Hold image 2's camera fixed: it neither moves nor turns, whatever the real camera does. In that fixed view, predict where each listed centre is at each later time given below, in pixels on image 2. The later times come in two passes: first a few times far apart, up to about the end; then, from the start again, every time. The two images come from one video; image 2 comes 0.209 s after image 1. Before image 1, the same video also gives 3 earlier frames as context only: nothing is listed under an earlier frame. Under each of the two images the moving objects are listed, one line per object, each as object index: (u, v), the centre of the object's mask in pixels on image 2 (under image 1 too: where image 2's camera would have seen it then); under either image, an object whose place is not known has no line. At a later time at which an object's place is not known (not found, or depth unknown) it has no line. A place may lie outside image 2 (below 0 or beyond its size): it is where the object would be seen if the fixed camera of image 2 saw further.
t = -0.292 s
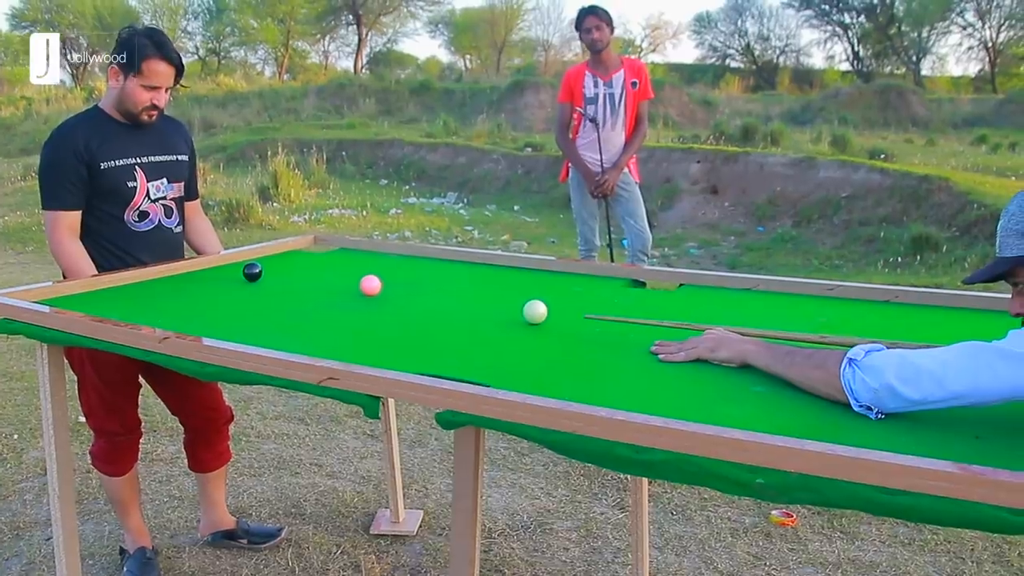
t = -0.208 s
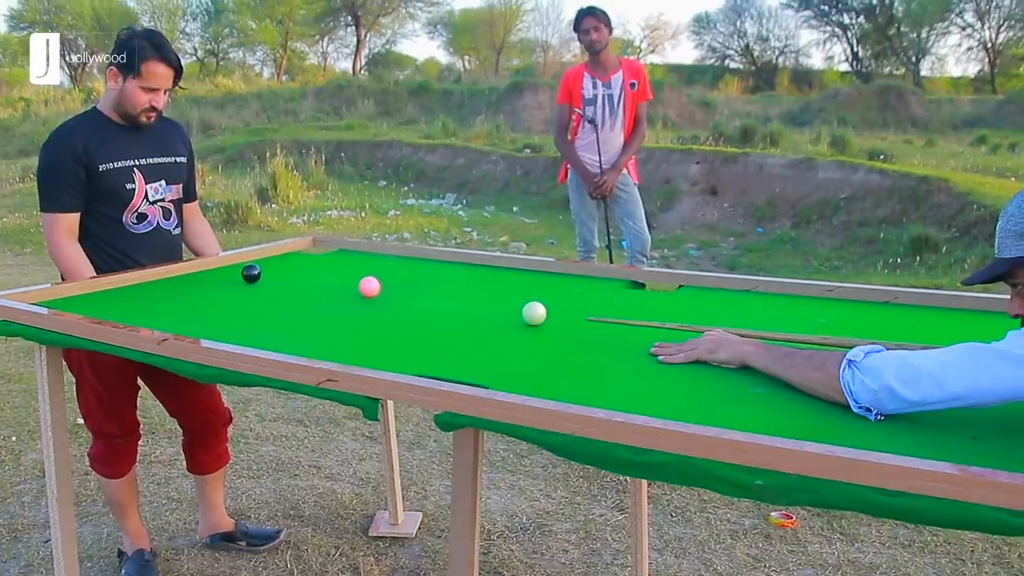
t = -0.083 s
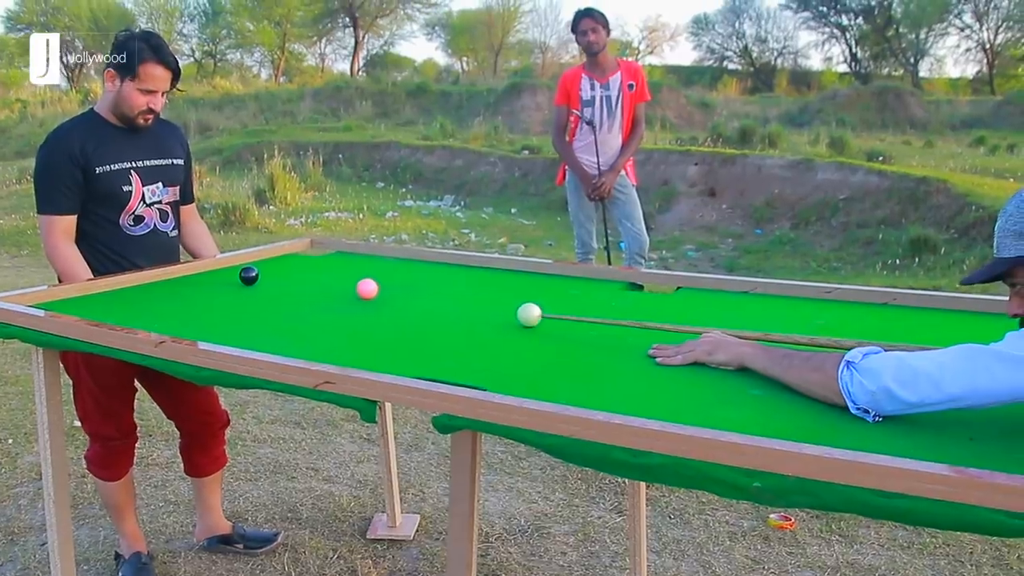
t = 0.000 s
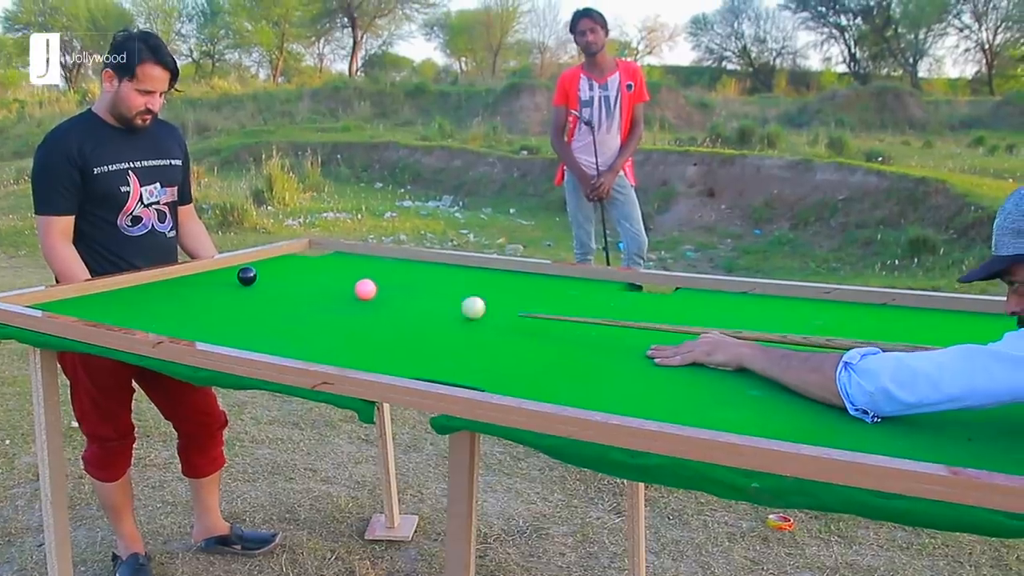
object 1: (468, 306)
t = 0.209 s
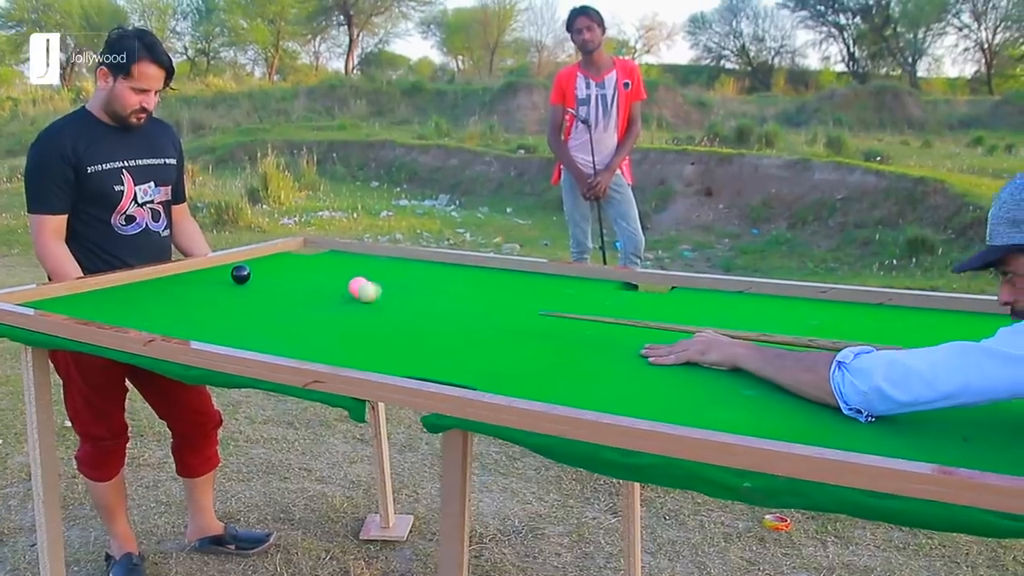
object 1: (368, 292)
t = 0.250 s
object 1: (355, 292)
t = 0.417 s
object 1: (308, 291)
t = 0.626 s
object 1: (251, 279)
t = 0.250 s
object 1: (355, 292)
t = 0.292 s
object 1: (344, 292)
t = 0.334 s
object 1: (332, 292)
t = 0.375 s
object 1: (321, 291)
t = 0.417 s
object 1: (308, 291)
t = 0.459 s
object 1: (296, 290)
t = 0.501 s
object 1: (284, 289)
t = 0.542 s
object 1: (273, 286)
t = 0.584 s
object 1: (261, 282)
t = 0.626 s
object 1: (251, 279)
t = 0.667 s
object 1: (240, 277)
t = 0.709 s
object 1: (230, 275)
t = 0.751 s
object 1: (219, 273)
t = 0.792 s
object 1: (210, 271)
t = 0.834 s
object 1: (200, 269)
